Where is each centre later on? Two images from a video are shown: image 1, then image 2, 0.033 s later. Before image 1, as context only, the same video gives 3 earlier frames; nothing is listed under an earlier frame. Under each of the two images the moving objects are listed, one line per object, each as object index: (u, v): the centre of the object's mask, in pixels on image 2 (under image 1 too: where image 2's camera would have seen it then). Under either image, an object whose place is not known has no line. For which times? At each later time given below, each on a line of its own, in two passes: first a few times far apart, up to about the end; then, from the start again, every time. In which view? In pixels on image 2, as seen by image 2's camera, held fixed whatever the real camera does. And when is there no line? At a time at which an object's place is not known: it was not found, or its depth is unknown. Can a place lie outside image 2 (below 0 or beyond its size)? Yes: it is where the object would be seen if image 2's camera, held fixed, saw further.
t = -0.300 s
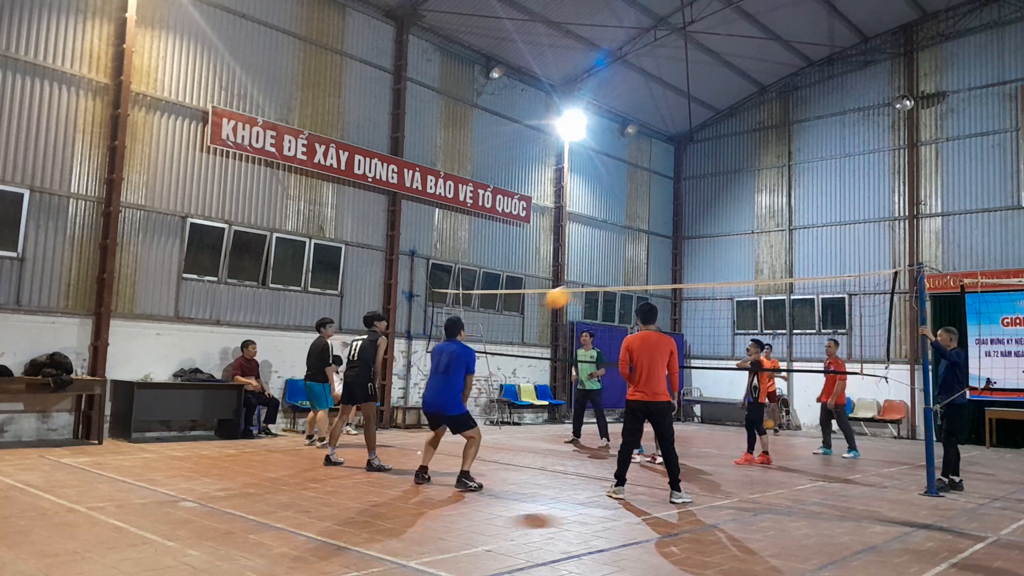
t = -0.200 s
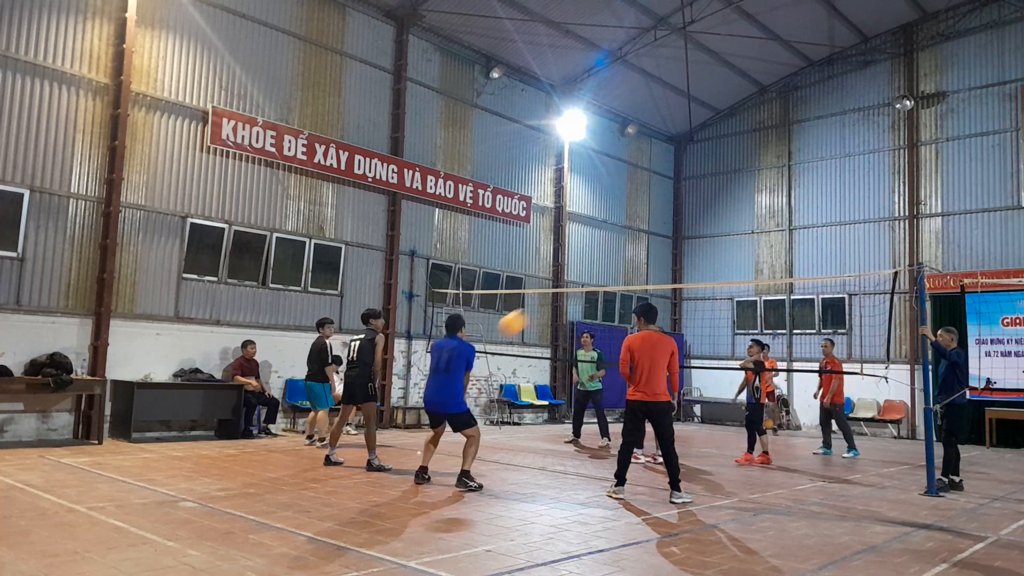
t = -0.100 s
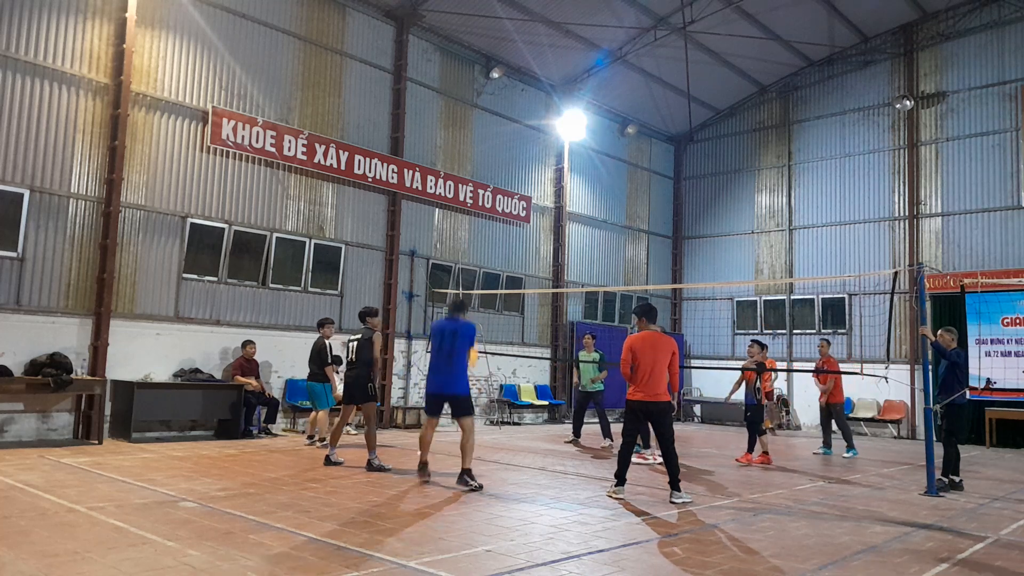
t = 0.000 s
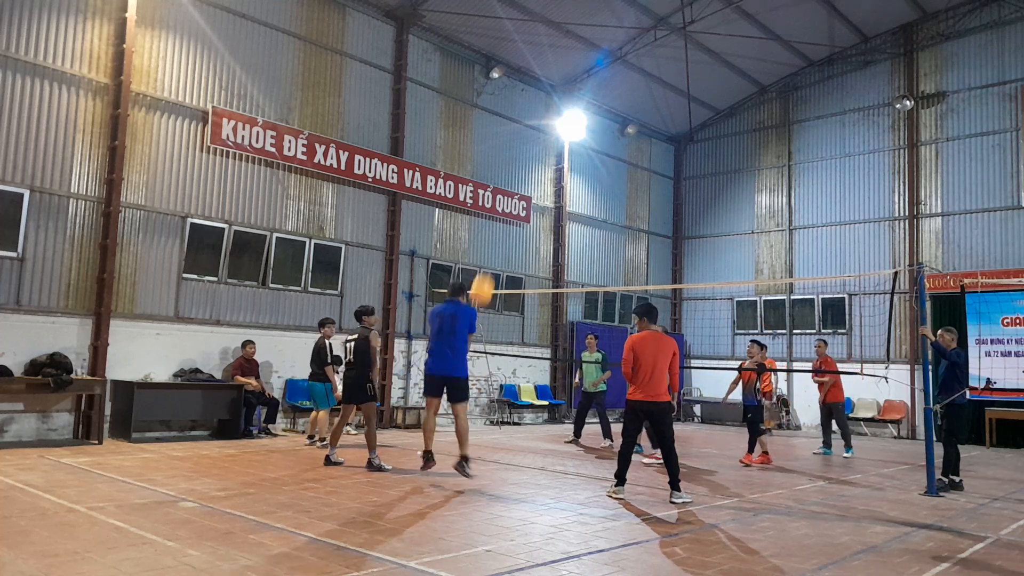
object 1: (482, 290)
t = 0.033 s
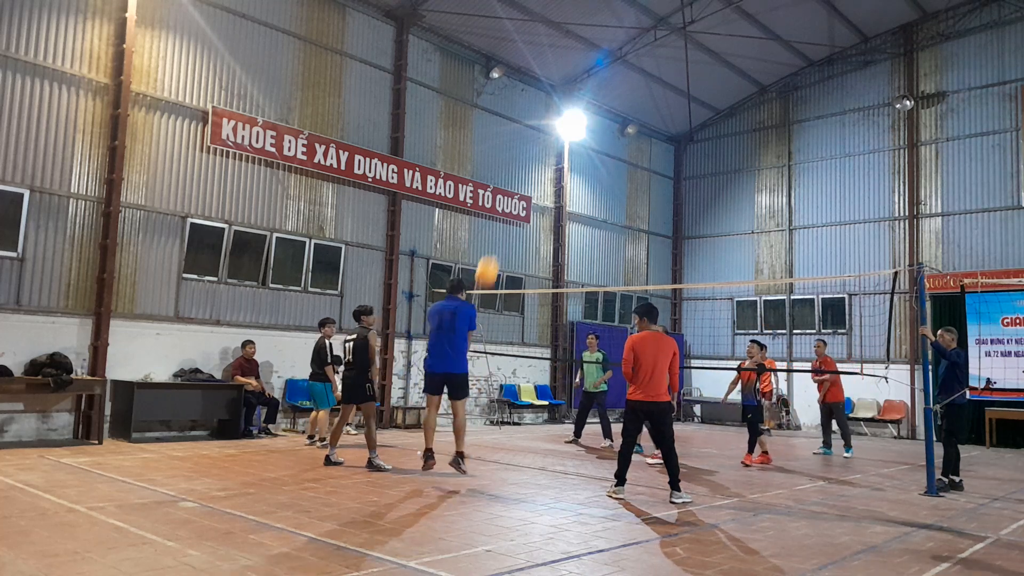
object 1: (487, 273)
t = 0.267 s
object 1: (518, 184)
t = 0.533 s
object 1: (545, 155)
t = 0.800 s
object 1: (564, 183)
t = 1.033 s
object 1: (578, 245)
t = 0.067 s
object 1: (492, 254)
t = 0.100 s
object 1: (497, 238)
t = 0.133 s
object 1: (502, 225)
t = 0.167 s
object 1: (505, 214)
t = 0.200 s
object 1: (510, 201)
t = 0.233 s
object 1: (514, 192)
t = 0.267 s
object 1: (518, 184)
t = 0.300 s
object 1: (522, 177)
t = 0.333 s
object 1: (526, 171)
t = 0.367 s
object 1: (529, 166)
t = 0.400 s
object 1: (533, 162)
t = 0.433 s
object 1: (536, 159)
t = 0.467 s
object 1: (540, 157)
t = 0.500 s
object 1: (543, 155)
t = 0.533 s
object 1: (545, 155)
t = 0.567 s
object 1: (548, 156)
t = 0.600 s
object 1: (551, 157)
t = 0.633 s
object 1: (553, 159)
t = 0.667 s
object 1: (555, 162)
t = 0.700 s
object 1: (558, 166)
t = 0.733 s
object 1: (560, 171)
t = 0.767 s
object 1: (562, 176)
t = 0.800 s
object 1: (564, 183)
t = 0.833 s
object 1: (566, 189)
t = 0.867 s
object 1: (568, 197)
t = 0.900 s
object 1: (570, 205)
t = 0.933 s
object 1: (572, 214)
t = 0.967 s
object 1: (574, 222)
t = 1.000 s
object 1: (576, 231)
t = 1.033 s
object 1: (578, 245)
